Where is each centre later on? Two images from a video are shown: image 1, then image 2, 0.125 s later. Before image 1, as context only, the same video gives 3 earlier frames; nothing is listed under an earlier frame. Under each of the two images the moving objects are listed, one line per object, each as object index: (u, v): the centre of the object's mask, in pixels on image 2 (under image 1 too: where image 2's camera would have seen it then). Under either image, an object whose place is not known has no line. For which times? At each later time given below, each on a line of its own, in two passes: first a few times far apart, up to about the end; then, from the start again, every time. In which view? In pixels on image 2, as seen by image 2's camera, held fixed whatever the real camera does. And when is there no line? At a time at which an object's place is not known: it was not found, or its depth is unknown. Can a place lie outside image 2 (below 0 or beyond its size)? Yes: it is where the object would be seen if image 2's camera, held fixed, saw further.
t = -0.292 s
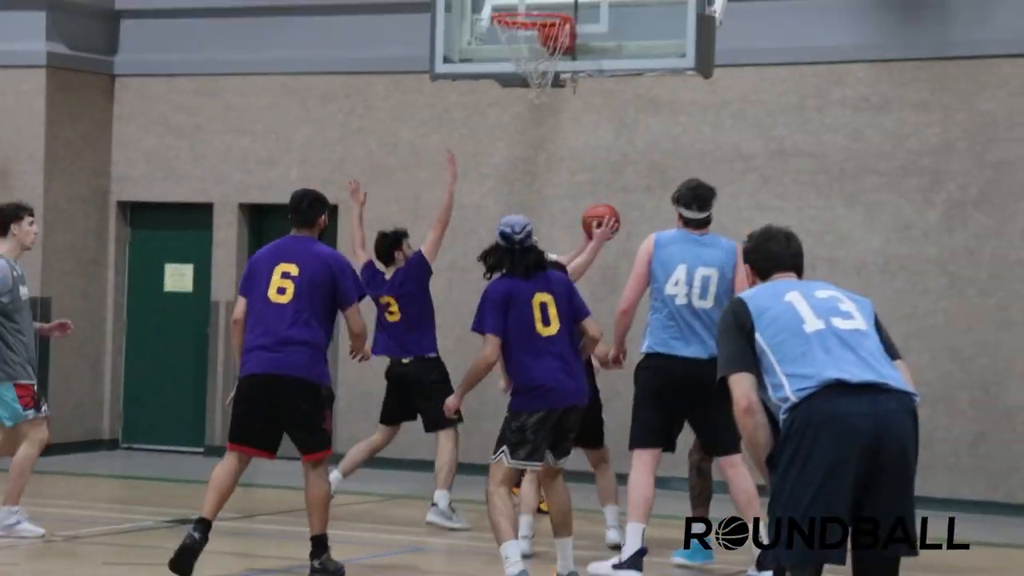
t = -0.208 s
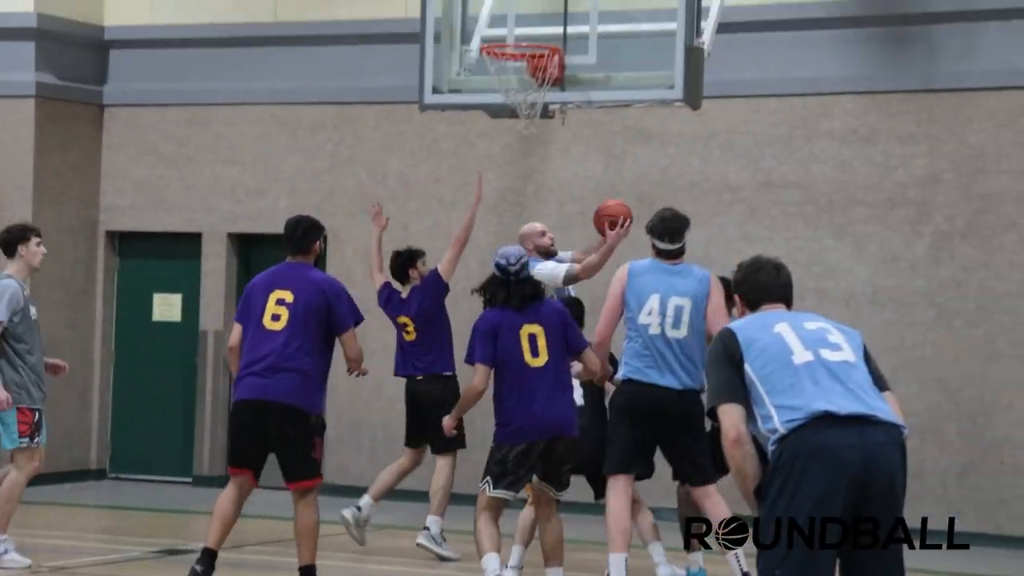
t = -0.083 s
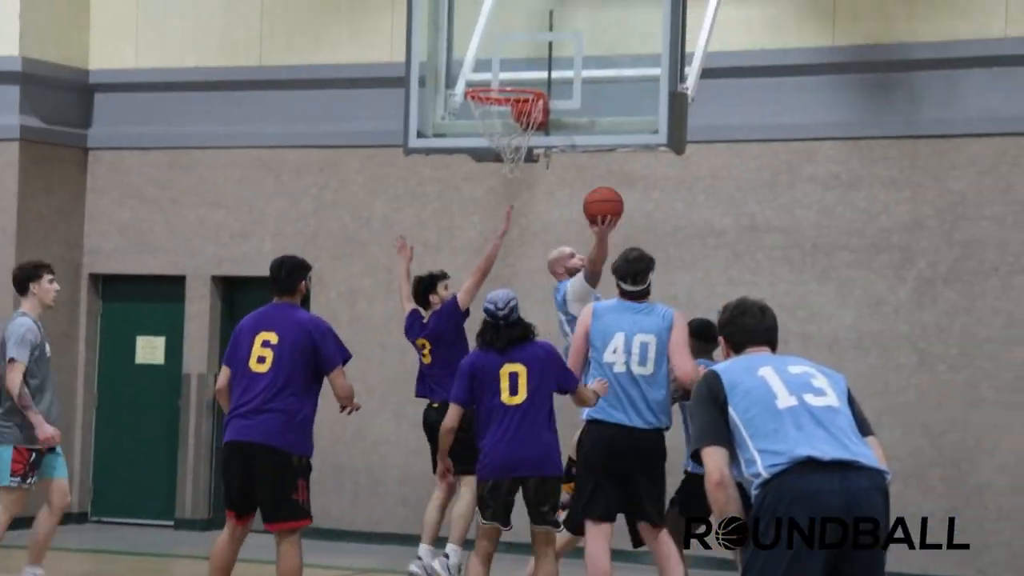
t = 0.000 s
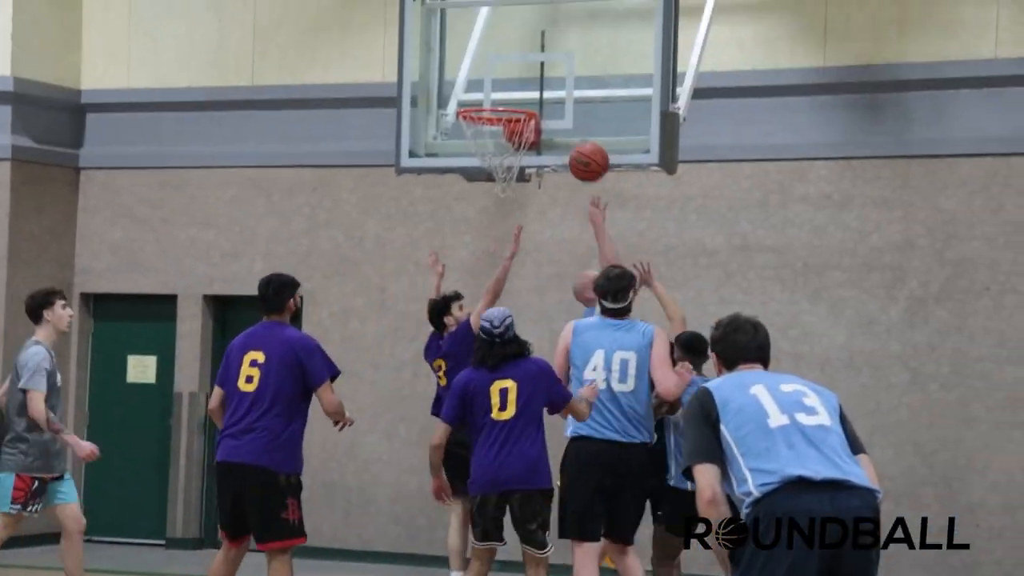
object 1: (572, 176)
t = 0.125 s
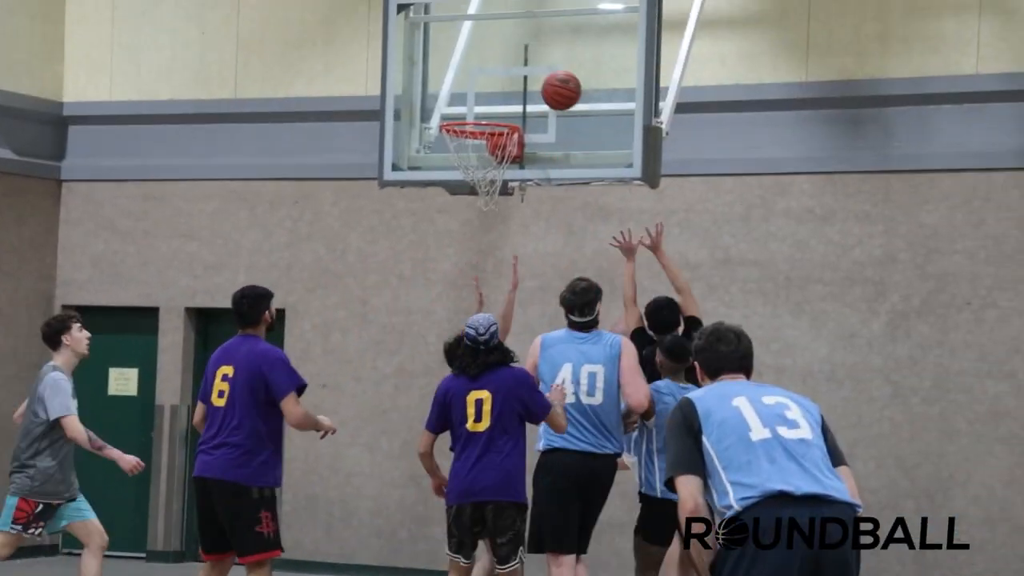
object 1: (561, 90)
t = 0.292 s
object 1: (525, 65)
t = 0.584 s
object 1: (461, 130)
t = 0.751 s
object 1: (481, 190)
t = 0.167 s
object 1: (552, 80)
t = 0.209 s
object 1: (543, 72)
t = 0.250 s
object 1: (534, 67)
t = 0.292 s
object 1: (525, 65)
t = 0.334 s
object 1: (517, 66)
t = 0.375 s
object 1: (507, 70)
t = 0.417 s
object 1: (497, 76)
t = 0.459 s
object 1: (488, 85)
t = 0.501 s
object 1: (479, 97)
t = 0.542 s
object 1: (469, 108)
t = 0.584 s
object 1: (461, 130)
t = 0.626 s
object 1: (463, 146)
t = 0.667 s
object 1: (470, 161)
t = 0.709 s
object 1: (475, 176)
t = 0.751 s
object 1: (481, 190)
